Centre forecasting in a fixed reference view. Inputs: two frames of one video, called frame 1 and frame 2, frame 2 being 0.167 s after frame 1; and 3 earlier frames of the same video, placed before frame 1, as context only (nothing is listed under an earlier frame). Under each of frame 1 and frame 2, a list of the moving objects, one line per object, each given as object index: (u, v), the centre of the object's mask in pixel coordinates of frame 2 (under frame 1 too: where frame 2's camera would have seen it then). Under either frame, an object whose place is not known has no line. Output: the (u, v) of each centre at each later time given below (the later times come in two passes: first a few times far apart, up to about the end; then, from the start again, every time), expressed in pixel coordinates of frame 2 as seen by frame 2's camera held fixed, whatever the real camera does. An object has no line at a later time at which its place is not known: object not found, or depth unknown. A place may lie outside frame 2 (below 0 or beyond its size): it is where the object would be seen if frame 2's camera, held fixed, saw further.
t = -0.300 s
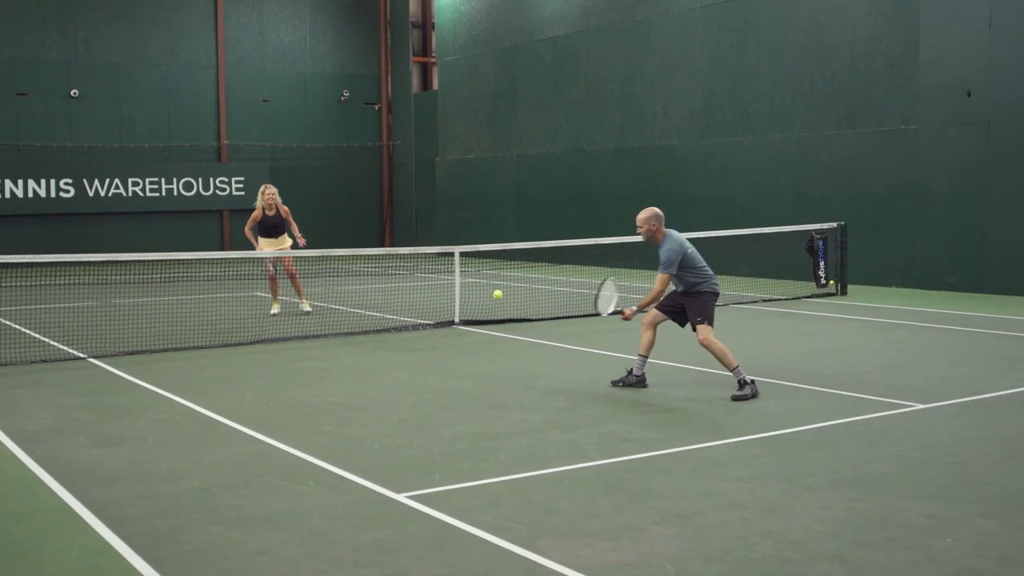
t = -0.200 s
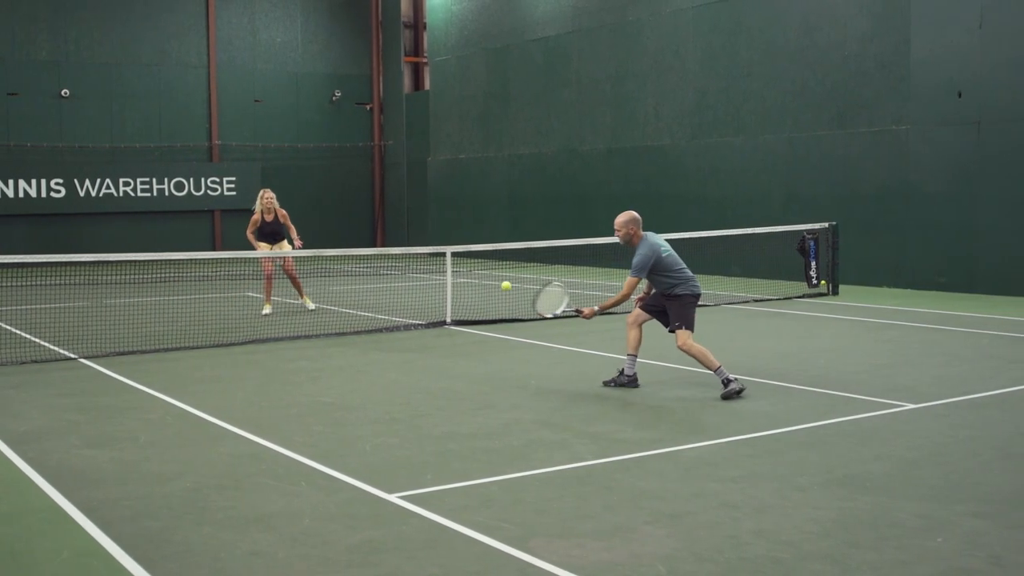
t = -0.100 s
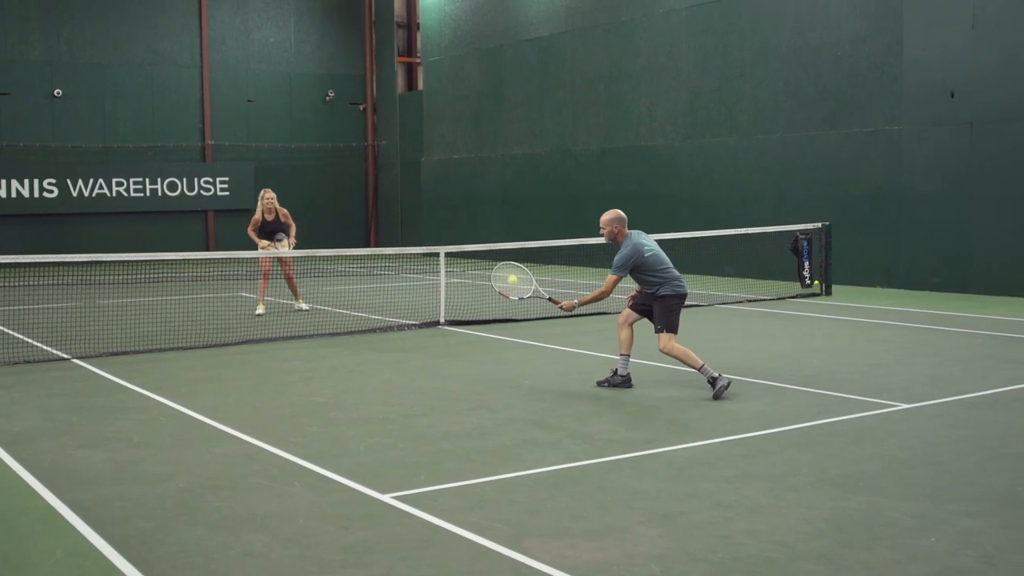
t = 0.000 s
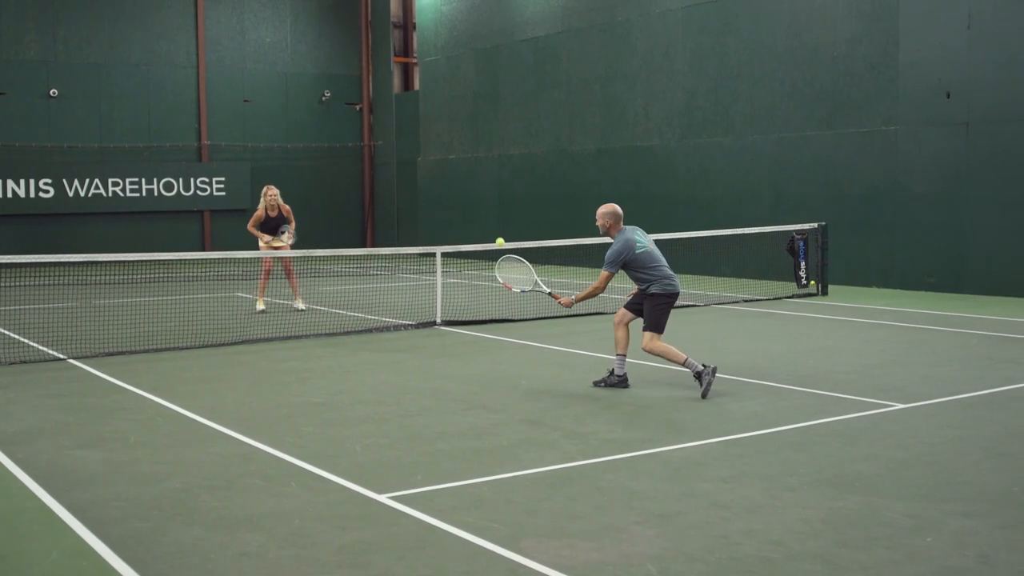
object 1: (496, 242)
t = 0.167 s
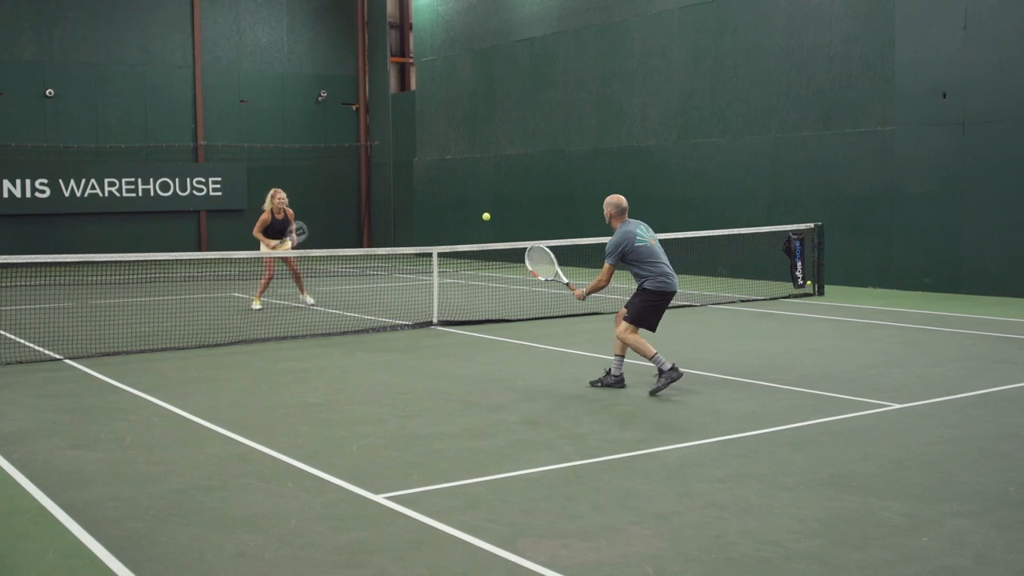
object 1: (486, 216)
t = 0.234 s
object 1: (483, 215)
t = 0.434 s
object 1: (477, 234)
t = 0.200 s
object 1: (484, 215)
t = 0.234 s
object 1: (483, 215)
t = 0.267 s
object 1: (482, 216)
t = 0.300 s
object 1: (480, 218)
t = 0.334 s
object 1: (479, 221)
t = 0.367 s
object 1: (478, 225)
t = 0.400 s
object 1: (477, 229)
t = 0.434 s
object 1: (477, 234)
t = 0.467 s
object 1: (476, 240)
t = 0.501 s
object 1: (475, 244)
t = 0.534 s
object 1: (474, 253)
